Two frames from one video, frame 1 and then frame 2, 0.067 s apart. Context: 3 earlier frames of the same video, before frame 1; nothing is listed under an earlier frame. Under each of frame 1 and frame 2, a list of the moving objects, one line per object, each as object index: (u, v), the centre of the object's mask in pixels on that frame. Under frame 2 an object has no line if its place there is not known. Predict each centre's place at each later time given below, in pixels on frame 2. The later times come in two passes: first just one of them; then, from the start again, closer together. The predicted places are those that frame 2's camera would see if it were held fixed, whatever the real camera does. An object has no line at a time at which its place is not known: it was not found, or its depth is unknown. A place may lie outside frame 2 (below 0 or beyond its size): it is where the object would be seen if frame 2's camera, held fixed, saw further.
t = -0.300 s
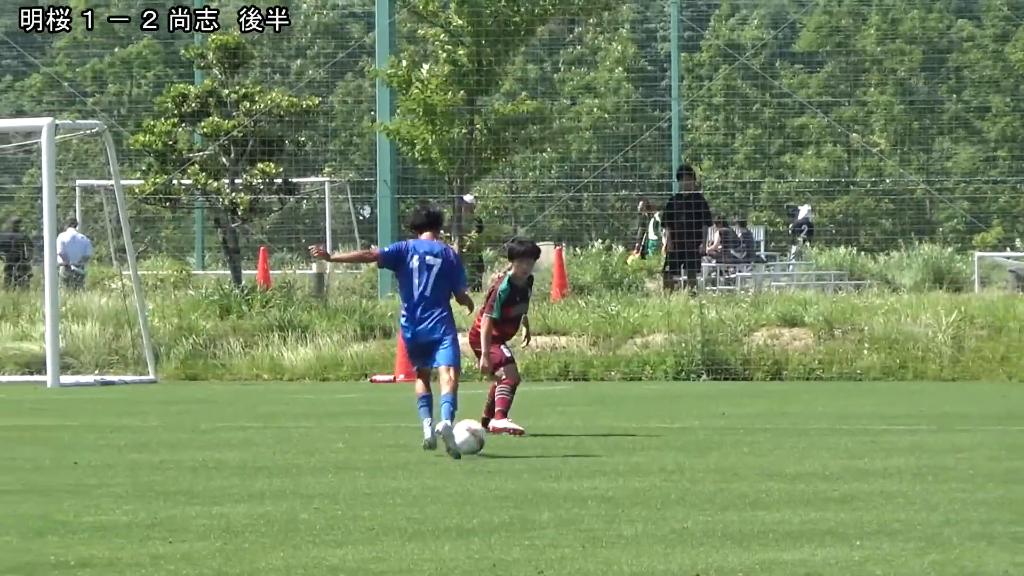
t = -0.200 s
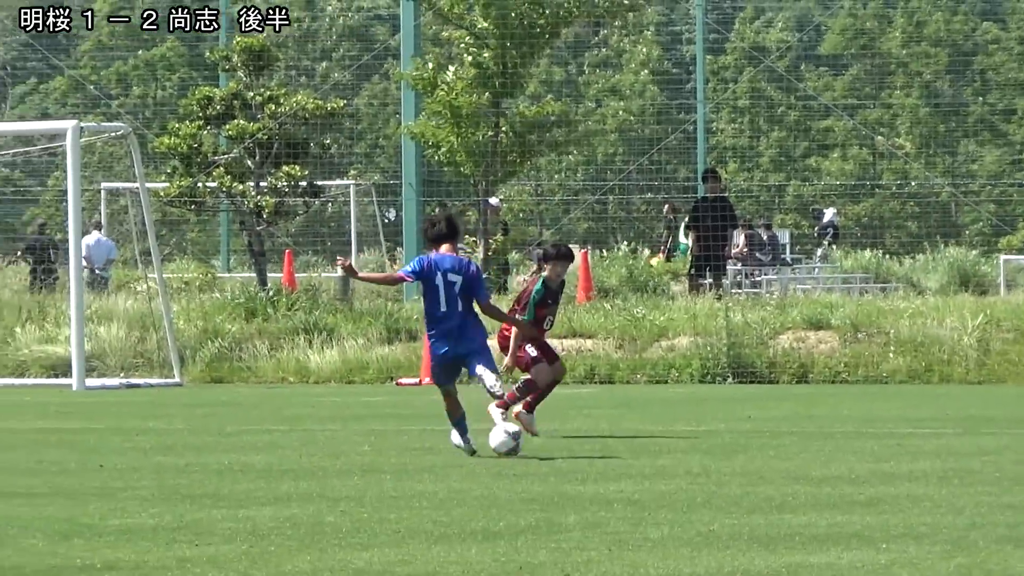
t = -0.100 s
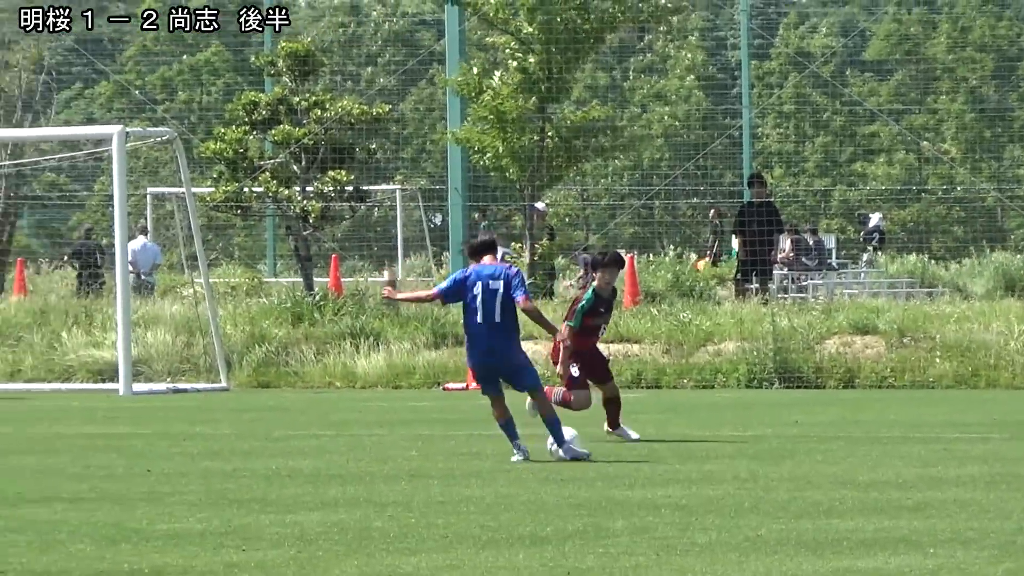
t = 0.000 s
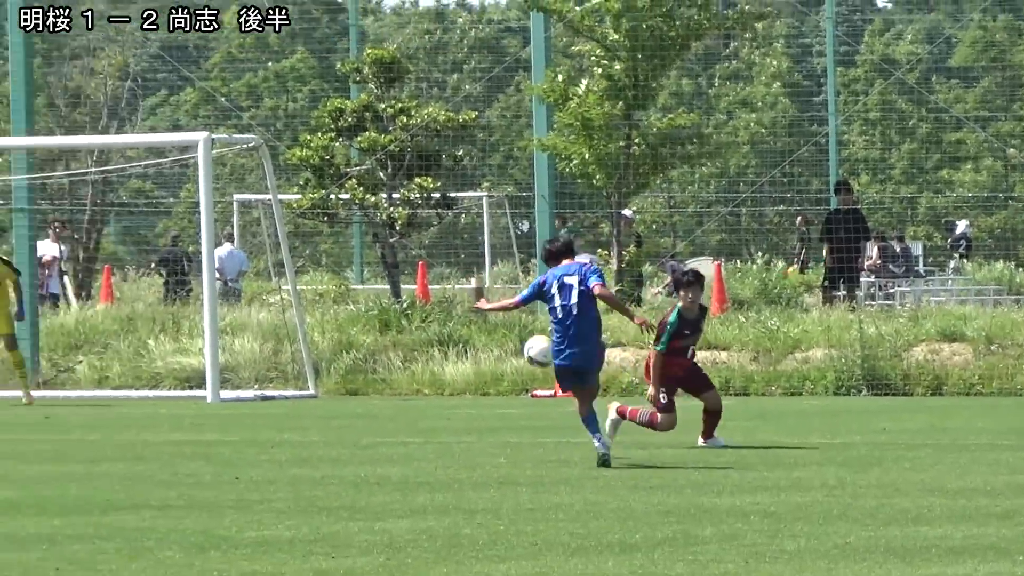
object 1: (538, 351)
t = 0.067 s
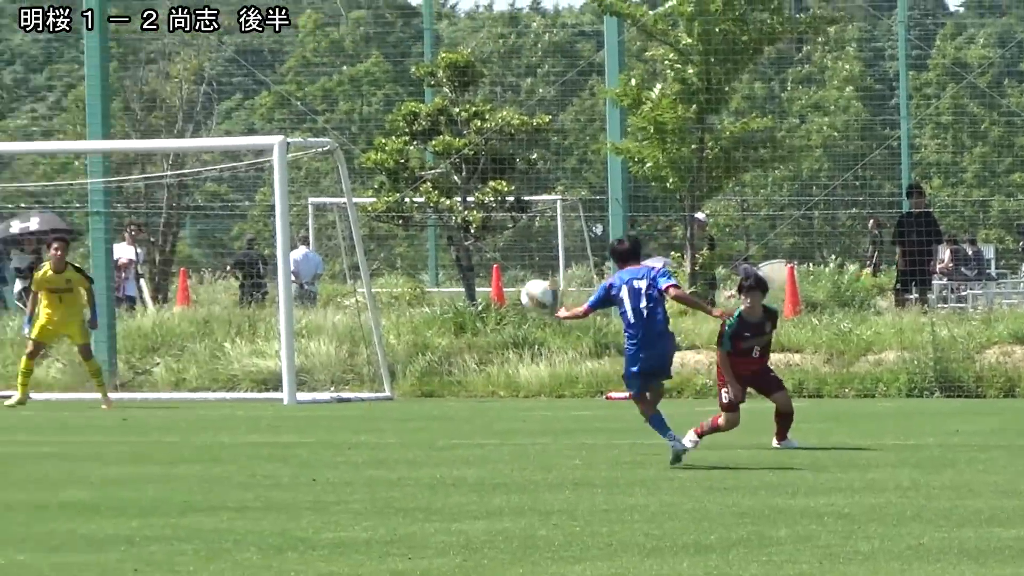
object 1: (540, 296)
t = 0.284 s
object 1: (295, 169)
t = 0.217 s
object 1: (369, 198)
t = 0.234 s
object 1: (349, 191)
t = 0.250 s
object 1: (331, 184)
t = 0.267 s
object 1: (314, 176)
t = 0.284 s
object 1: (295, 169)
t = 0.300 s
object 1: (276, 163)
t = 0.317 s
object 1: (257, 157)
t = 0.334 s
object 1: (239, 152)
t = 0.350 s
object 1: (222, 145)
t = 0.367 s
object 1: (204, 141)
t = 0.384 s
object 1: (185, 137)
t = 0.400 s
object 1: (168, 133)
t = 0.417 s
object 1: (149, 130)
